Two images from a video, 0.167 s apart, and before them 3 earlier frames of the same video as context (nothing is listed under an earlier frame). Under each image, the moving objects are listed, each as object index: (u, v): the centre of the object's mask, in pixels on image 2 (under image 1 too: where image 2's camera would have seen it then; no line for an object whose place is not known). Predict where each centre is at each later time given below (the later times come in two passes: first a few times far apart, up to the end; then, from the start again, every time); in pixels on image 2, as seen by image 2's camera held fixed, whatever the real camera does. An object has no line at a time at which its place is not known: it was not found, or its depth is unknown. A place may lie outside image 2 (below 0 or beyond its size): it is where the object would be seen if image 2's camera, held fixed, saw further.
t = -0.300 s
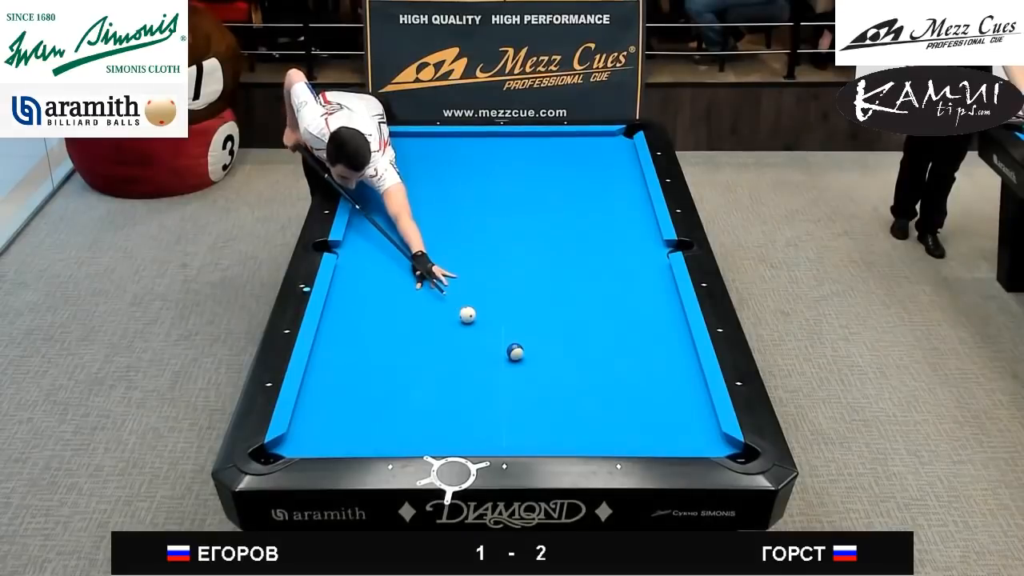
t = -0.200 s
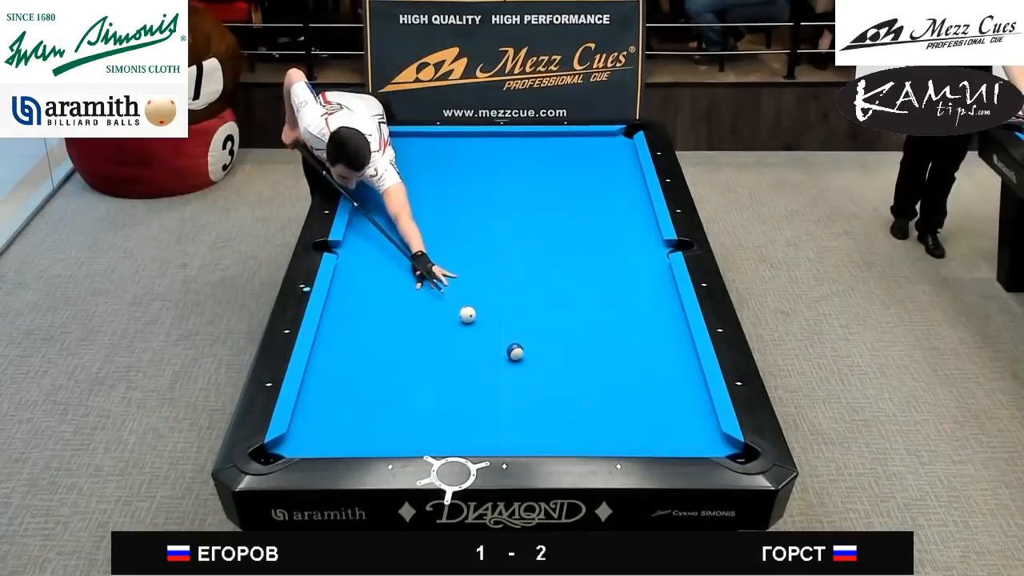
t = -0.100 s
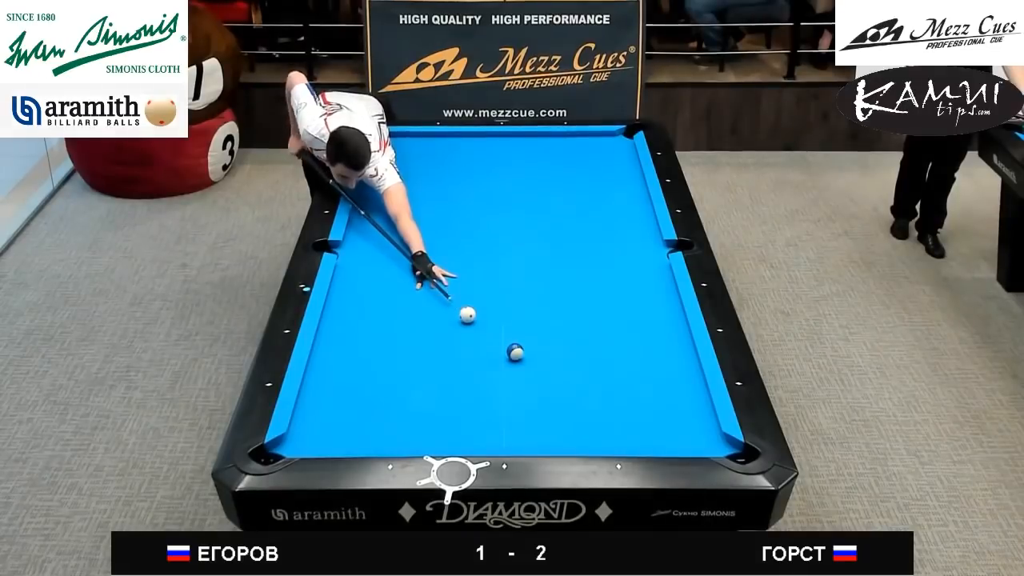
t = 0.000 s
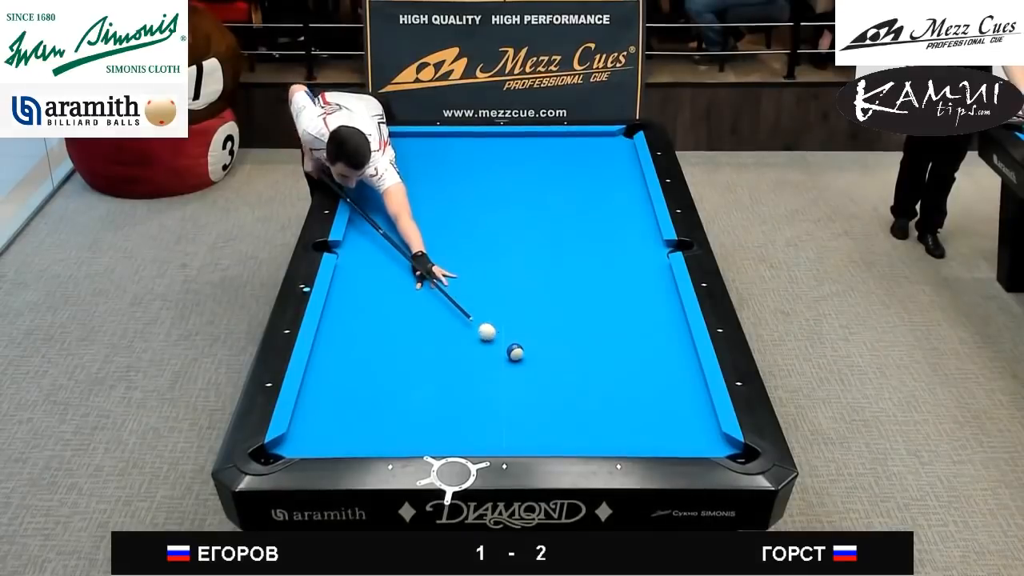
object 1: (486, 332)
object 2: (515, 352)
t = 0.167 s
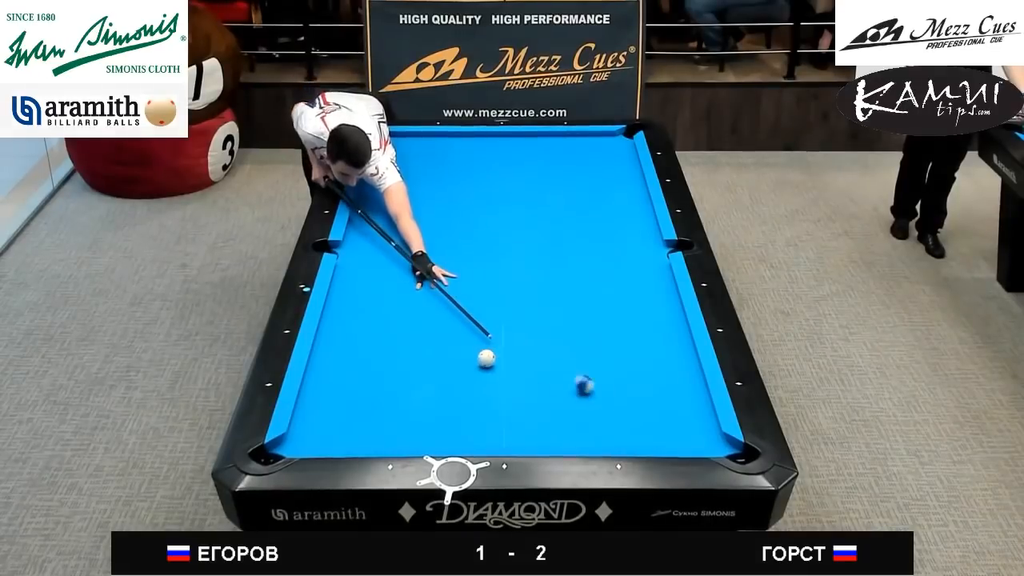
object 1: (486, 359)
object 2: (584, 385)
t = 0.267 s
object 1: (477, 368)
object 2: (637, 410)
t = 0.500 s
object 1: (453, 392)
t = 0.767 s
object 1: (426, 419)
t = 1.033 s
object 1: (398, 440)
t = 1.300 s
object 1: (373, 427)
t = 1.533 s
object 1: (354, 414)
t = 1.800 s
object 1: (333, 401)
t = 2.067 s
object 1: (314, 390)
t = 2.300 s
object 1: (316, 381)
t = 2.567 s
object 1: (329, 373)
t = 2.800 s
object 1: (339, 367)
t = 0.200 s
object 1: (483, 362)
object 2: (601, 393)
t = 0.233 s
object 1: (480, 365)
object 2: (619, 401)
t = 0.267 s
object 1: (477, 368)
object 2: (637, 410)
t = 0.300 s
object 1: (473, 372)
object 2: (652, 418)
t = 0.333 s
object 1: (470, 375)
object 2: (670, 426)
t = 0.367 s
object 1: (467, 378)
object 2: (687, 434)
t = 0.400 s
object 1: (464, 382)
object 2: (702, 440)
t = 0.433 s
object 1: (460, 385)
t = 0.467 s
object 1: (457, 388)
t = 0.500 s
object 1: (453, 392)
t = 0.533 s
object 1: (450, 395)
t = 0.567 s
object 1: (447, 398)
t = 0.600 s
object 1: (443, 402)
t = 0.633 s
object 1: (440, 405)
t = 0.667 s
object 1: (437, 409)
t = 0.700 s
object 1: (433, 412)
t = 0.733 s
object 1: (430, 416)
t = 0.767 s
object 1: (426, 419)
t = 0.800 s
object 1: (422, 423)
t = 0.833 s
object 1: (419, 426)
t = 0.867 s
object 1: (416, 430)
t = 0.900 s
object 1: (412, 434)
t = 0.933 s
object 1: (408, 437)
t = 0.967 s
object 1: (405, 439)
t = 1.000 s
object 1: (401, 441)
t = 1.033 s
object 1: (398, 440)
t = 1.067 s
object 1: (395, 438)
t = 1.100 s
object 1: (392, 437)
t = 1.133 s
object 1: (388, 436)
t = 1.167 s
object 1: (386, 434)
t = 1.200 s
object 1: (382, 433)
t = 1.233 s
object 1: (379, 430)
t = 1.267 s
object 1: (376, 429)
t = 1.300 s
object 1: (373, 427)
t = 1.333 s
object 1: (370, 425)
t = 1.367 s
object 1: (367, 423)
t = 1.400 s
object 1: (364, 421)
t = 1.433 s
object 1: (361, 420)
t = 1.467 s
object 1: (359, 418)
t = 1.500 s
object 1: (356, 416)
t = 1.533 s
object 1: (354, 414)
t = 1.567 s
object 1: (351, 413)
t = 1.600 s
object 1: (348, 411)
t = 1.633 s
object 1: (346, 410)
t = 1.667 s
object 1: (343, 408)
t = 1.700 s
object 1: (340, 406)
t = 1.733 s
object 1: (337, 404)
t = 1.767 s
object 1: (335, 403)
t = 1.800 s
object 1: (333, 401)
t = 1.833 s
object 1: (330, 400)
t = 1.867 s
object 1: (328, 399)
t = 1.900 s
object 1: (325, 397)
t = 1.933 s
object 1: (323, 396)
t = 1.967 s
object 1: (321, 394)
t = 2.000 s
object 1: (318, 393)
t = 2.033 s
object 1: (316, 391)
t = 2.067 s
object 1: (314, 390)
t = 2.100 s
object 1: (311, 388)
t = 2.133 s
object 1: (309, 387)
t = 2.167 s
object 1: (309, 386)
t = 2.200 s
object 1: (311, 385)
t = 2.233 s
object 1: (313, 384)
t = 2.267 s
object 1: (315, 382)
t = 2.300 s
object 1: (316, 381)
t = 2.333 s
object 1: (318, 380)
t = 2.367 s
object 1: (320, 379)
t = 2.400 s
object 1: (321, 378)
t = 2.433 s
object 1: (323, 377)
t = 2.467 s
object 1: (324, 376)
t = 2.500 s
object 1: (326, 375)
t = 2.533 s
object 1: (328, 374)
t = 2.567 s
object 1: (329, 373)
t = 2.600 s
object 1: (330, 372)
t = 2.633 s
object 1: (332, 371)
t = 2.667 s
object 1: (333, 371)
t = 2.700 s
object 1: (335, 370)
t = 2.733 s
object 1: (336, 369)
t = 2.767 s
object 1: (338, 368)
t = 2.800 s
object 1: (339, 367)
